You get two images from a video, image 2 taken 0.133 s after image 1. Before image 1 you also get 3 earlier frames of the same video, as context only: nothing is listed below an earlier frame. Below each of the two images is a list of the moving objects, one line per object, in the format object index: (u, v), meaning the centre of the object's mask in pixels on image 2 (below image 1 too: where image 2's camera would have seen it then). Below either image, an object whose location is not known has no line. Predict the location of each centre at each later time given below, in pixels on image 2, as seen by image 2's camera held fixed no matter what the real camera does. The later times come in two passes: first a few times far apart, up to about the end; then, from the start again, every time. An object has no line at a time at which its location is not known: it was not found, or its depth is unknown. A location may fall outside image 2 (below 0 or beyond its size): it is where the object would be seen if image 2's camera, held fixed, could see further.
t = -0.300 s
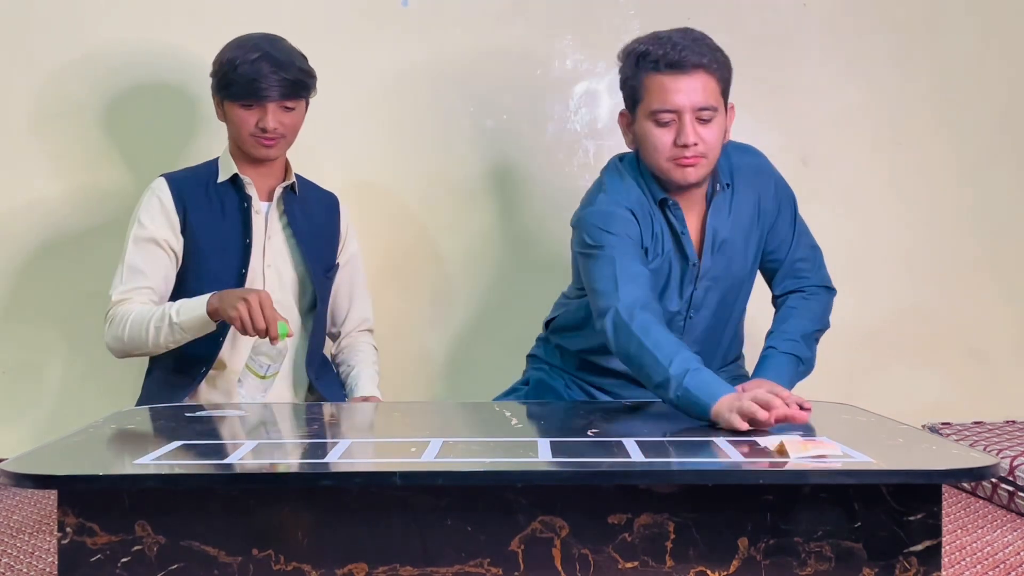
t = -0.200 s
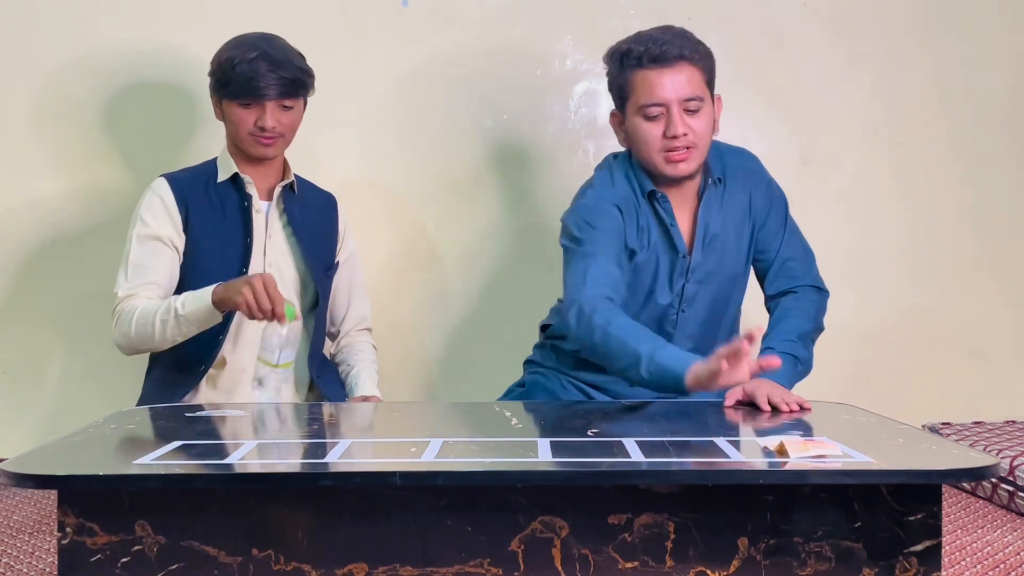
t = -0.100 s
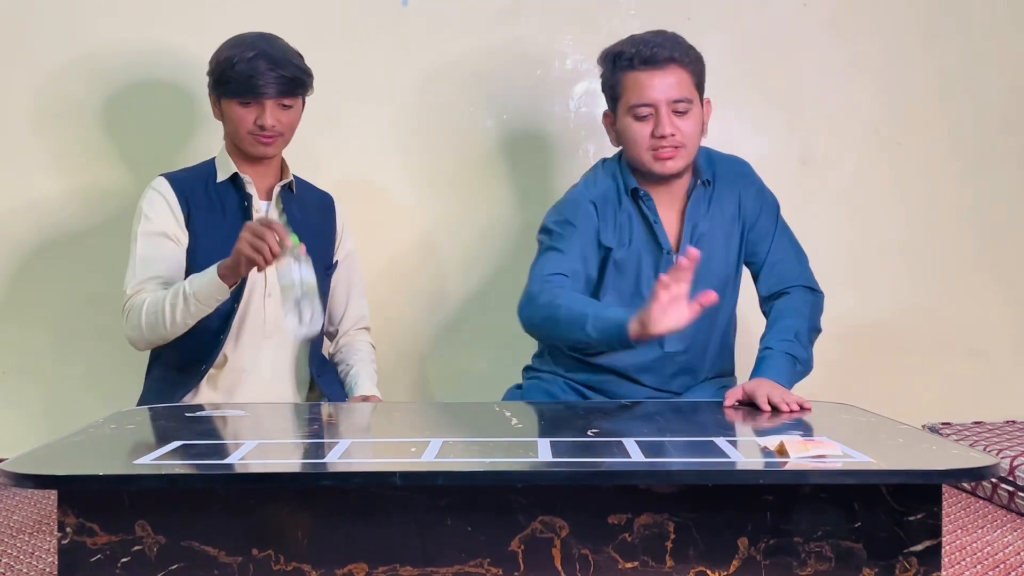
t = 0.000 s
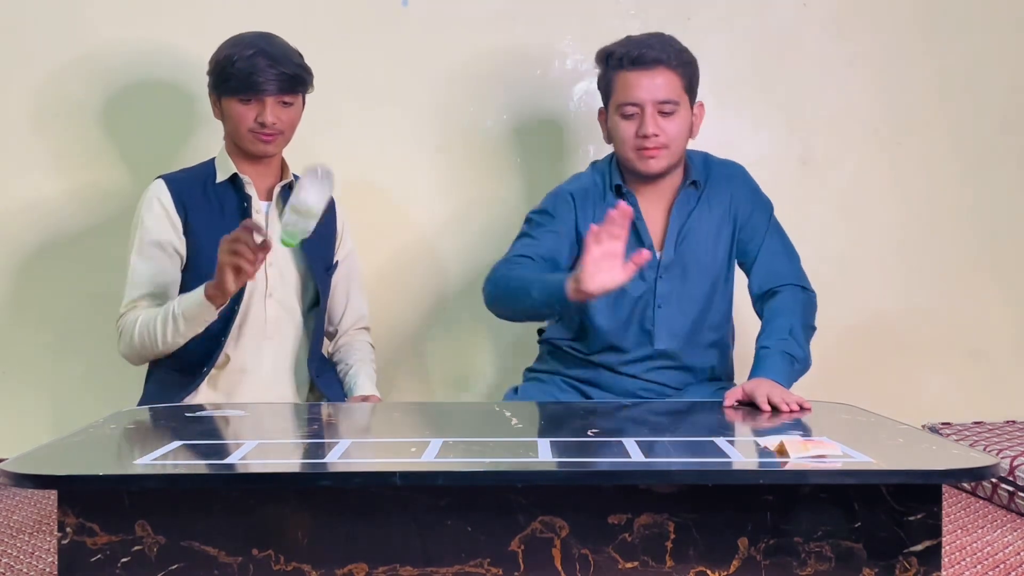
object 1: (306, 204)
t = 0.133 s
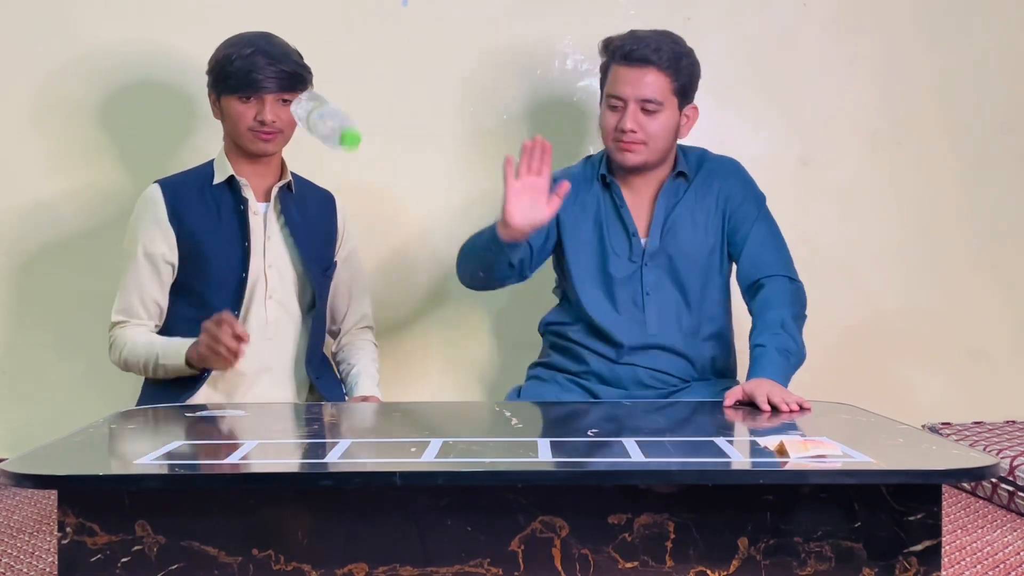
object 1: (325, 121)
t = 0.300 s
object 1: (329, 165)
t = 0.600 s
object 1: (325, 402)
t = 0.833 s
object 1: (325, 401)
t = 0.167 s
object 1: (326, 113)
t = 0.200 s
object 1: (329, 111)
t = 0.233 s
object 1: (328, 122)
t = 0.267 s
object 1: (328, 140)
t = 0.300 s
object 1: (329, 165)
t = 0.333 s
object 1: (331, 198)
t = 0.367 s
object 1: (332, 236)
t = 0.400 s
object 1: (334, 284)
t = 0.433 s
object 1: (335, 337)
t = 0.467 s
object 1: (334, 374)
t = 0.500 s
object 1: (333, 391)
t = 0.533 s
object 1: (331, 400)
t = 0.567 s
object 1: (326, 402)
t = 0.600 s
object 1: (325, 402)
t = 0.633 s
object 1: (325, 402)
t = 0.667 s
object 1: (325, 402)
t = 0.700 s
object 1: (325, 402)
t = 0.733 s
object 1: (325, 402)
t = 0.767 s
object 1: (325, 402)
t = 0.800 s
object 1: (325, 402)
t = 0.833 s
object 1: (325, 401)
